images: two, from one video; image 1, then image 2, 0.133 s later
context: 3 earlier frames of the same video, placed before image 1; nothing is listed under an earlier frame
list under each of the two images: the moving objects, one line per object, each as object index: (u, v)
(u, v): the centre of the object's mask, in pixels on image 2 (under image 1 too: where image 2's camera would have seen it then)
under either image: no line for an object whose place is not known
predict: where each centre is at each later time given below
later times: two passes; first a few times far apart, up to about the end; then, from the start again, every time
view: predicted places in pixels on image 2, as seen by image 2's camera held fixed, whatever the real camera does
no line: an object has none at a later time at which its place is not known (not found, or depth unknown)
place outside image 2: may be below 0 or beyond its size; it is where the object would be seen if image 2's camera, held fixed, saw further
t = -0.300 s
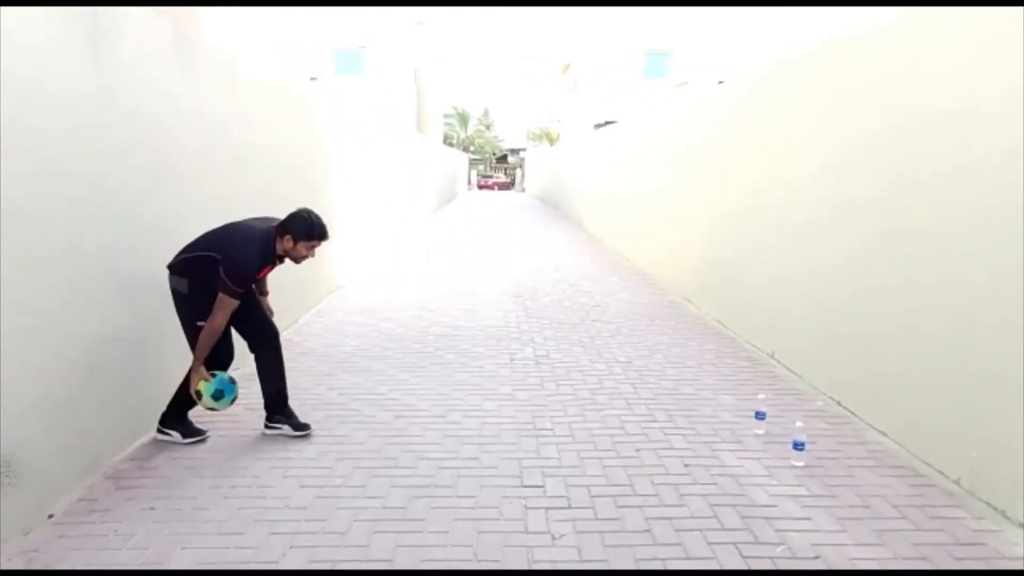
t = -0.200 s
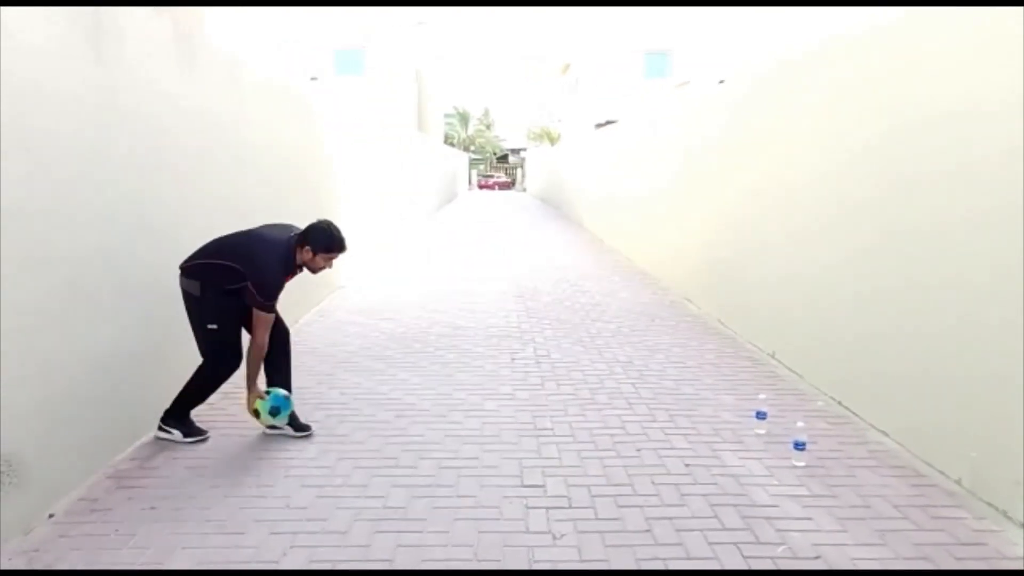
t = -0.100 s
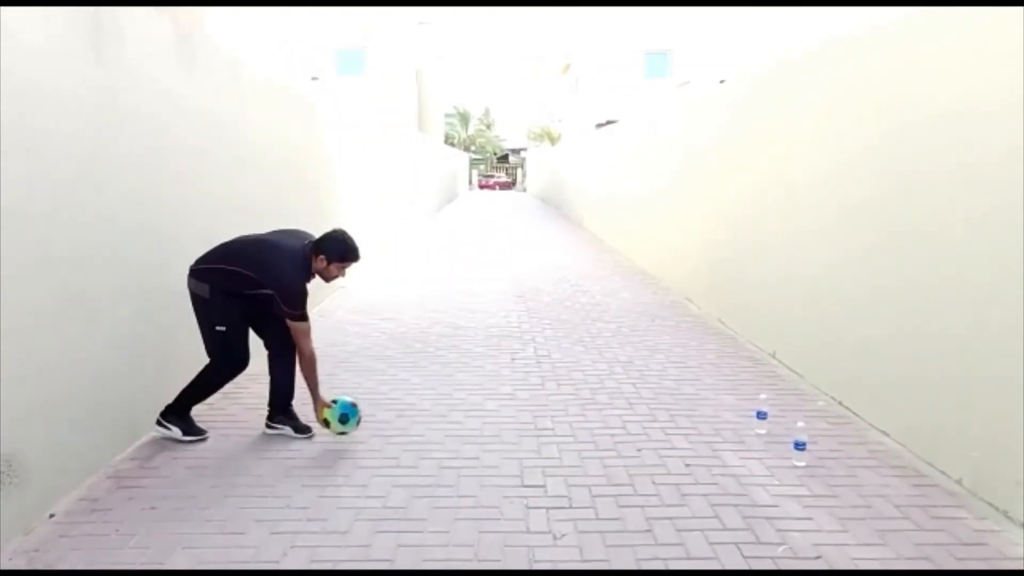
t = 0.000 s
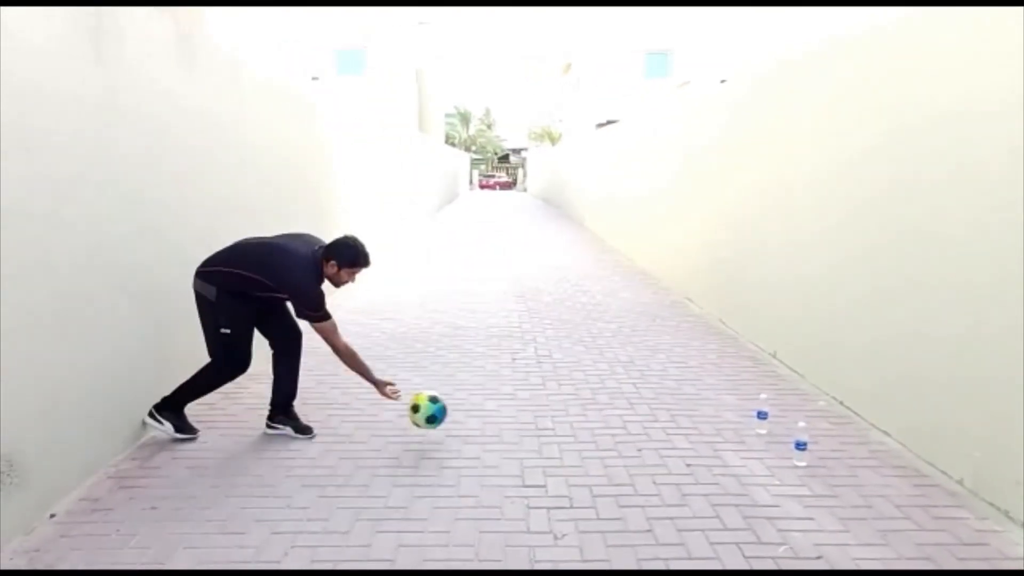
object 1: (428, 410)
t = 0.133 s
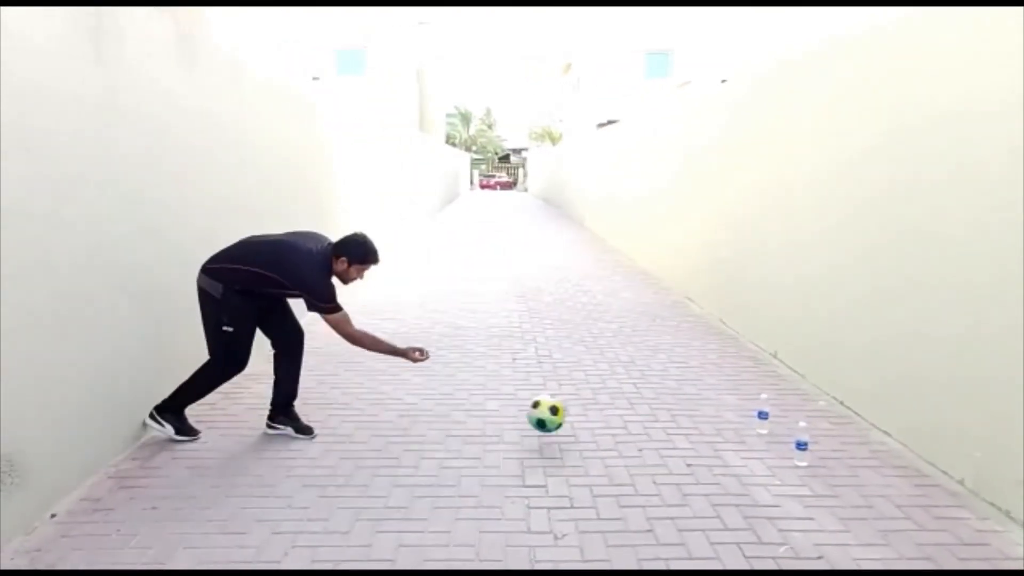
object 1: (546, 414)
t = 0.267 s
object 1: (649, 418)
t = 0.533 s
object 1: (798, 418)
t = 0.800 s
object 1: (861, 419)
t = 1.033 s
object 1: (797, 433)
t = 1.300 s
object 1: (756, 432)
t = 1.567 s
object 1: (716, 428)
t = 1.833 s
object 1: (680, 423)
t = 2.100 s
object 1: (661, 419)
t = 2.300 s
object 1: (650, 415)
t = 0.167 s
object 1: (575, 419)
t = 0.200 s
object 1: (604, 426)
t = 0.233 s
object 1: (628, 423)
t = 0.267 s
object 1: (649, 418)
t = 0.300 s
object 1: (669, 415)
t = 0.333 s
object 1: (687, 414)
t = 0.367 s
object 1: (706, 413)
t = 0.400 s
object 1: (724, 413)
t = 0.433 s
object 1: (744, 416)
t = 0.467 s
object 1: (764, 422)
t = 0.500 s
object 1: (779, 423)
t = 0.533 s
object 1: (798, 418)
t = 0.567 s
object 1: (814, 415)
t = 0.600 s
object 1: (831, 412)
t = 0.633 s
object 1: (848, 411)
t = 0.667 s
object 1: (866, 412)
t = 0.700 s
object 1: (883, 416)
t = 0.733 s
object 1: (882, 417)
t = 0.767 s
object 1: (873, 418)
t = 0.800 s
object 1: (861, 419)
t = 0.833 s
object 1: (850, 423)
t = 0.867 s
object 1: (839, 429)
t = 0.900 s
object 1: (828, 432)
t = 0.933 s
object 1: (822, 431)
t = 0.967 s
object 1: (817, 429)
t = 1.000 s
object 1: (805, 429)
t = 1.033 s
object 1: (797, 433)
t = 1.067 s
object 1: (785, 433)
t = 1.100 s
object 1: (781, 432)
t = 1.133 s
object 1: (777, 433)
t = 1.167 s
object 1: (773, 433)
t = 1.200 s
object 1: (768, 433)
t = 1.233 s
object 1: (764, 432)
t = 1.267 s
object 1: (760, 432)
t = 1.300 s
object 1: (756, 432)
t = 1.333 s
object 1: (752, 431)
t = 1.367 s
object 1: (747, 432)
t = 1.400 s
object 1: (742, 431)
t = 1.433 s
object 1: (737, 431)
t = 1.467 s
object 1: (731, 430)
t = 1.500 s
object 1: (727, 430)
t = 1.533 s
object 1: (721, 428)
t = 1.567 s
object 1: (716, 428)
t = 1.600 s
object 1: (711, 427)
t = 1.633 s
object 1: (706, 426)
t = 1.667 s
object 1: (701, 425)
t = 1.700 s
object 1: (696, 425)
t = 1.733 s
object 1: (691, 424)
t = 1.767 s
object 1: (687, 424)
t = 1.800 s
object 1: (683, 424)
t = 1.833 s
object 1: (680, 423)
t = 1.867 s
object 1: (676, 423)
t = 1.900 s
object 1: (673, 422)
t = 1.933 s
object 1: (670, 421)
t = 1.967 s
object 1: (667, 421)
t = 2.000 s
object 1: (665, 420)
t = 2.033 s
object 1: (664, 420)
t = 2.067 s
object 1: (662, 419)
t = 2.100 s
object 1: (661, 419)
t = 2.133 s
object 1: (659, 418)
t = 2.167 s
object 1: (657, 417)
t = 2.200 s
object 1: (656, 417)
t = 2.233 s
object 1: (653, 416)
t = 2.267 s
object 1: (652, 416)
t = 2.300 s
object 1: (650, 415)
